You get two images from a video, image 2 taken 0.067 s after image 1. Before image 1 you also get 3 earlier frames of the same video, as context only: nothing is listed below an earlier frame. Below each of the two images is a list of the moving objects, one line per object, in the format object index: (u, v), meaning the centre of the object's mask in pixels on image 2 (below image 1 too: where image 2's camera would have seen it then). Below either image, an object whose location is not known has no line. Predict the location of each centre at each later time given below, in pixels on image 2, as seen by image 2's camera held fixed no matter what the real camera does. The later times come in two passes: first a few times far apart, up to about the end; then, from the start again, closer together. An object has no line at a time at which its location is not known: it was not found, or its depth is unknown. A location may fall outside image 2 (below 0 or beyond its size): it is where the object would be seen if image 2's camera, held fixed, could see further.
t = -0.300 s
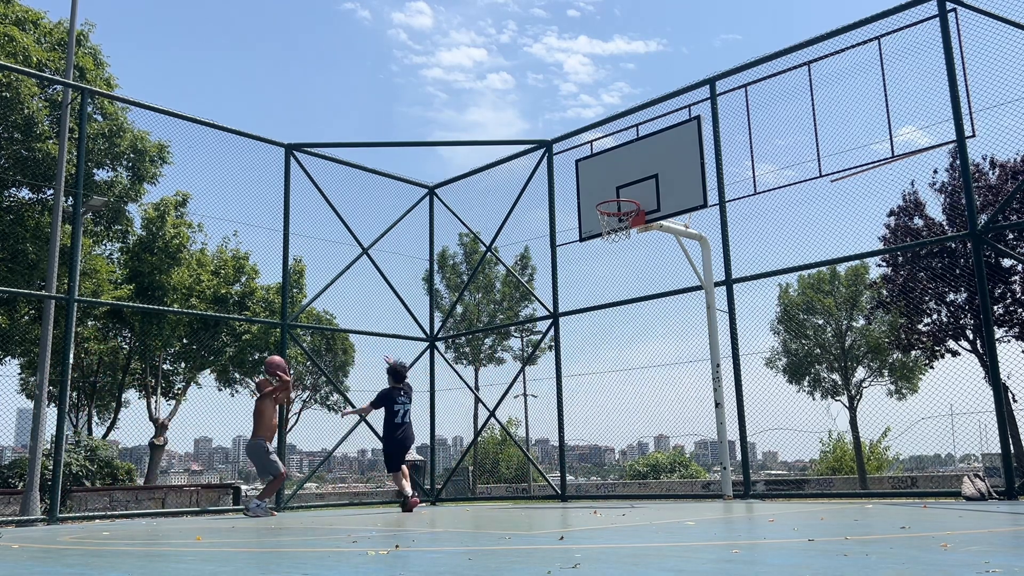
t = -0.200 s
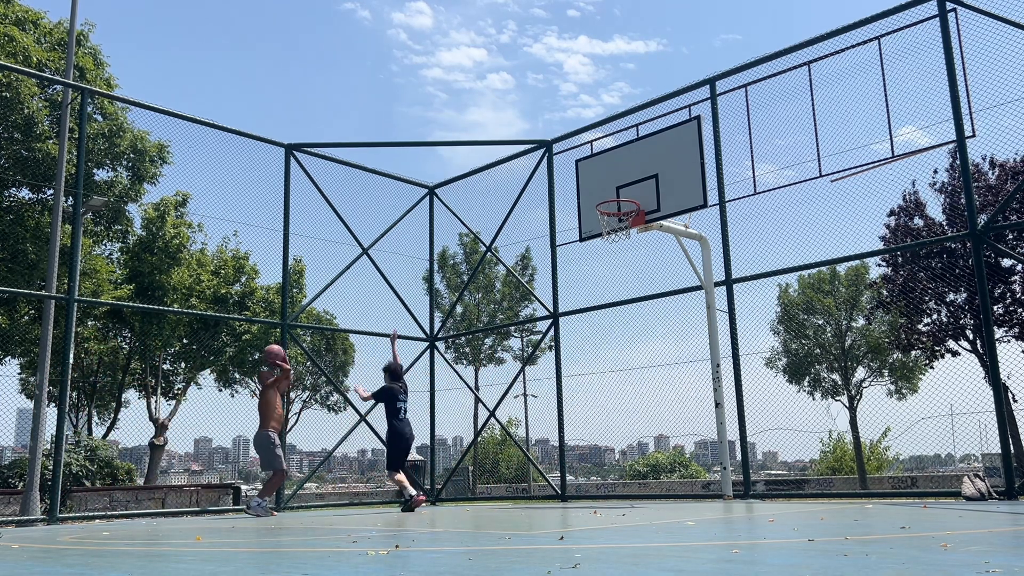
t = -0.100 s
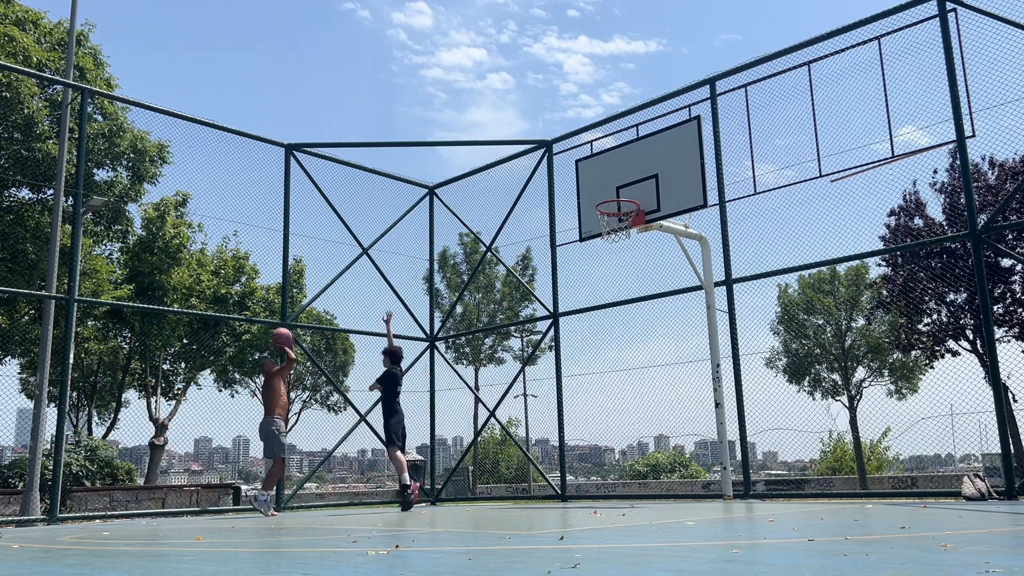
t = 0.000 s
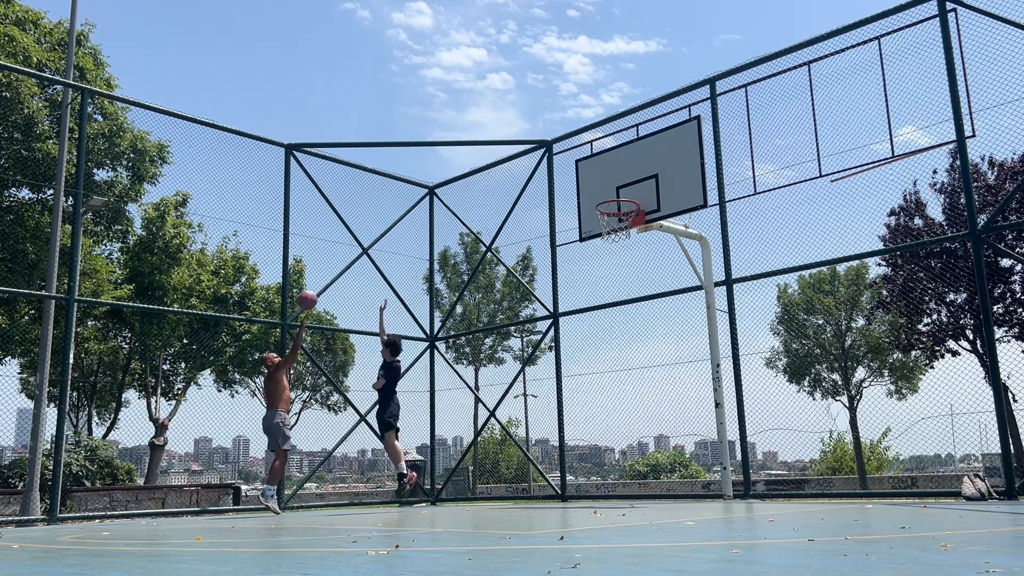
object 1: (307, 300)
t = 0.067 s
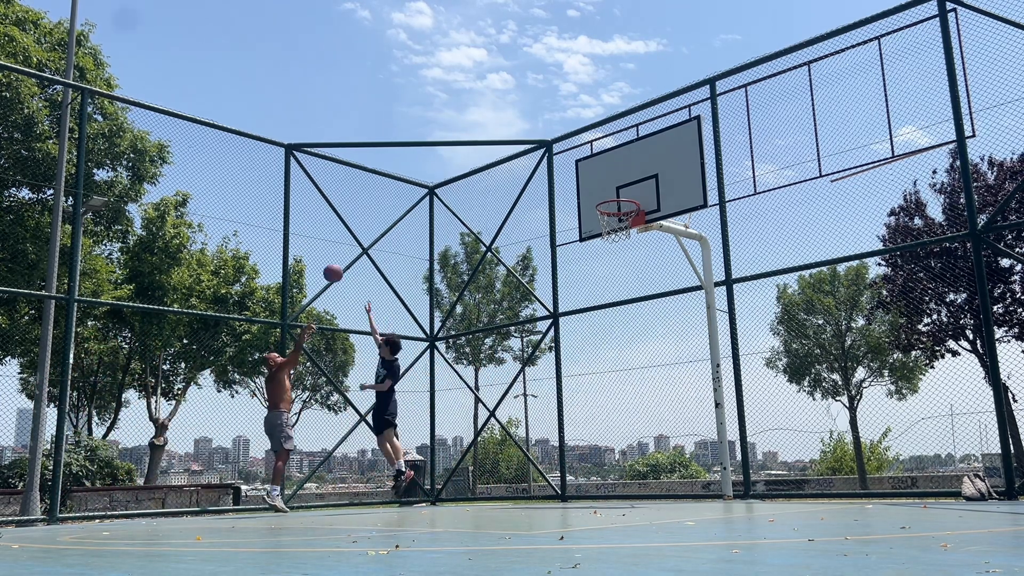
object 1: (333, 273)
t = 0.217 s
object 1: (391, 225)
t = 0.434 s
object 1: (473, 184)
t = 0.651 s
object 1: (558, 179)
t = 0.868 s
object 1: (608, 196)
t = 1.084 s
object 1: (615, 172)
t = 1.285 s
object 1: (623, 180)
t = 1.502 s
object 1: (636, 232)
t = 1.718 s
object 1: (656, 344)
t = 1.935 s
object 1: (679, 473)
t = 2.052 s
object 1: (674, 382)
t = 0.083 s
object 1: (340, 266)
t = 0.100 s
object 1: (346, 261)
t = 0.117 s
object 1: (352, 255)
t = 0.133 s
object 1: (359, 249)
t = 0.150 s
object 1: (365, 244)
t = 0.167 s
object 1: (372, 238)
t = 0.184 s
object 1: (378, 234)
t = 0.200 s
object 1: (384, 229)
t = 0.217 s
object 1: (391, 225)
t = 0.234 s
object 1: (397, 220)
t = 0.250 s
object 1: (403, 216)
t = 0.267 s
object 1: (410, 212)
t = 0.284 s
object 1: (416, 208)
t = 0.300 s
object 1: (422, 205)
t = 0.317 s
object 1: (429, 202)
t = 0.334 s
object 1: (435, 198)
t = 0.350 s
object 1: (441, 195)
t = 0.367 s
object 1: (448, 193)
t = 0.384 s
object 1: (454, 190)
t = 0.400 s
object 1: (460, 187)
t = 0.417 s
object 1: (467, 186)
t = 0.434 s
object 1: (473, 184)
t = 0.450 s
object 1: (479, 182)
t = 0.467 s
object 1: (486, 181)
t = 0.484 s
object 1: (492, 180)
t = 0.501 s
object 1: (499, 179)
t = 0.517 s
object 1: (505, 178)
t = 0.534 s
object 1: (512, 177)
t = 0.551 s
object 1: (519, 177)
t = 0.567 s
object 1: (525, 177)
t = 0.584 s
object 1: (532, 177)
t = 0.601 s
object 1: (538, 177)
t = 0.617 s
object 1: (545, 177)
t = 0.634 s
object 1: (552, 178)
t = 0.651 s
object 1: (558, 179)
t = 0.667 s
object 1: (565, 180)
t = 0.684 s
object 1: (572, 181)
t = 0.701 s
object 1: (579, 182)
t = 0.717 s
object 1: (586, 184)
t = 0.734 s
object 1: (592, 186)
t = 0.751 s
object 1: (599, 188)
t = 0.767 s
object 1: (601, 190)
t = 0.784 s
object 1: (602, 191)
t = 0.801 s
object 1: (603, 192)
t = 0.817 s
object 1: (604, 193)
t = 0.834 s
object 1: (606, 195)
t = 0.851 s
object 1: (607, 196)
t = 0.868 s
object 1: (608, 196)
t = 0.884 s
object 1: (609, 195)
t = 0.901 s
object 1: (610, 193)
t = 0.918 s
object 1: (610, 191)
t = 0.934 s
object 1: (611, 189)
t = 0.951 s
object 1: (611, 186)
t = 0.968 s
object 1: (611, 184)
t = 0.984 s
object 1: (612, 182)
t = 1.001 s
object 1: (612, 180)
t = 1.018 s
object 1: (613, 177)
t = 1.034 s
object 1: (613, 176)
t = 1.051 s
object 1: (614, 174)
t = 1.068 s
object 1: (614, 173)
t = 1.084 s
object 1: (615, 172)
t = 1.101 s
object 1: (616, 172)
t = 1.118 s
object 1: (616, 171)
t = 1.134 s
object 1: (617, 171)
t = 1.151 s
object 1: (618, 171)
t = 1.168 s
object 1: (618, 171)
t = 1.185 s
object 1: (619, 172)
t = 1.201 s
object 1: (620, 172)
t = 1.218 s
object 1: (620, 173)
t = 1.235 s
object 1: (621, 175)
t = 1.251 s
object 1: (622, 176)
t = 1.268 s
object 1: (623, 178)
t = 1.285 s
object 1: (623, 180)
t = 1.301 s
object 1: (624, 182)
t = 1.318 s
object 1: (625, 185)
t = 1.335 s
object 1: (626, 187)
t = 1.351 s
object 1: (627, 191)
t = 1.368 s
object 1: (628, 194)
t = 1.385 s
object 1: (629, 198)
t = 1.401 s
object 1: (630, 201)
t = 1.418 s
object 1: (631, 206)
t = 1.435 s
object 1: (632, 210)
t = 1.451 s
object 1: (633, 215)
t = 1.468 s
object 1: (634, 221)
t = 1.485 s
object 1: (636, 226)
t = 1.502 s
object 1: (636, 232)
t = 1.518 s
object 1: (638, 239)
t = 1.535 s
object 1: (639, 246)
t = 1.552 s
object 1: (640, 252)
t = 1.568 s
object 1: (642, 260)
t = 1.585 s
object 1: (643, 268)
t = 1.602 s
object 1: (645, 275)
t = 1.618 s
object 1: (646, 284)
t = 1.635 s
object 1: (648, 293)
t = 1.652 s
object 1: (649, 302)
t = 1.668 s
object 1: (651, 312)
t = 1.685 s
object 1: (652, 322)
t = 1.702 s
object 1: (654, 332)
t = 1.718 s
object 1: (656, 344)
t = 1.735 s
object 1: (658, 355)
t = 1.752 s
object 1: (659, 367)
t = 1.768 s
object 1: (661, 380)
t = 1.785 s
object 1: (663, 393)
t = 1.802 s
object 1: (666, 407)
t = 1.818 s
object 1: (668, 421)
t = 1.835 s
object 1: (670, 435)
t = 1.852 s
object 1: (672, 450)
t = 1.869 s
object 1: (675, 467)
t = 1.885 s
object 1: (678, 483)
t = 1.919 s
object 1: (680, 488)
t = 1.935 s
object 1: (679, 473)
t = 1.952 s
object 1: (678, 459)
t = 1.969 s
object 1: (677, 446)
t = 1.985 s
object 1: (677, 432)
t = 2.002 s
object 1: (676, 419)
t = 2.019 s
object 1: (675, 406)
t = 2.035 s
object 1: (675, 394)
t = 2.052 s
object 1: (674, 382)
